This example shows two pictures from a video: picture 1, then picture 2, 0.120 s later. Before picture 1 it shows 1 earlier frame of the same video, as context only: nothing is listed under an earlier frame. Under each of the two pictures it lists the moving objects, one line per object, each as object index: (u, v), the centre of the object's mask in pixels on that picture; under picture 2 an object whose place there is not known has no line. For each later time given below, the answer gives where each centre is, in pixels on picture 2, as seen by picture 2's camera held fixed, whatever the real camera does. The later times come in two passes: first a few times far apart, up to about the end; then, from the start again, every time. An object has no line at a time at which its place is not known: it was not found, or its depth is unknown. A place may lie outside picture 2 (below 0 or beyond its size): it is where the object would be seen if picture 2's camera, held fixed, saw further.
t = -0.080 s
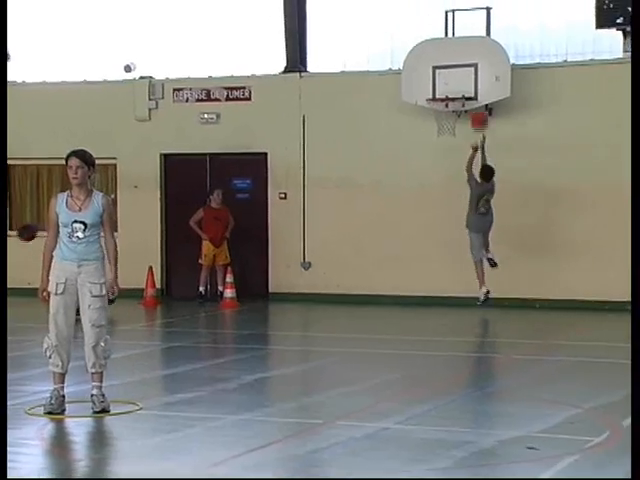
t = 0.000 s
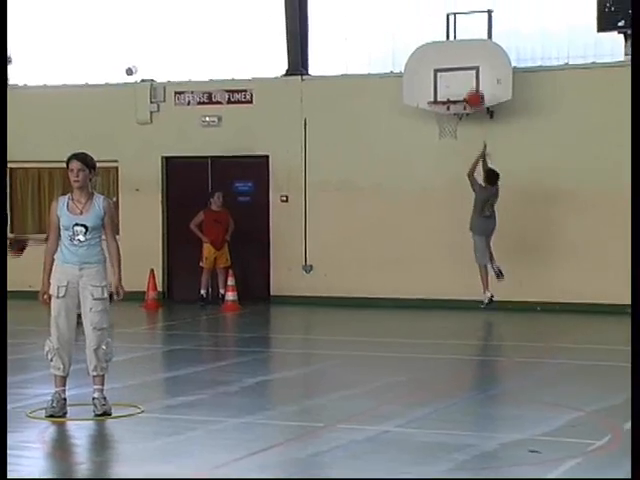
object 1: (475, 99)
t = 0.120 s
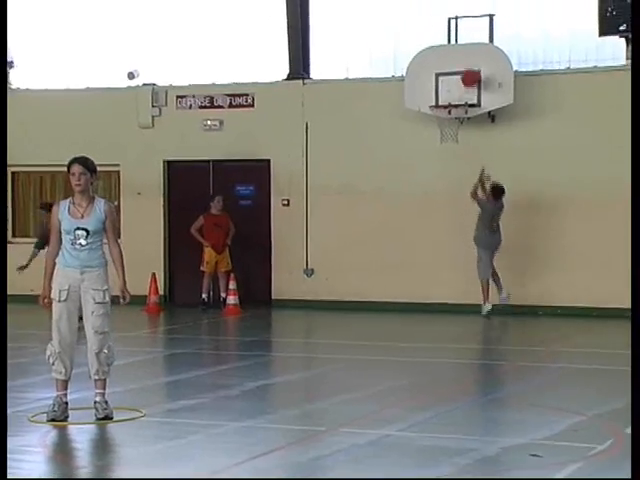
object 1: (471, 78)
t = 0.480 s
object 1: (449, 72)
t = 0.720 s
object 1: (443, 98)
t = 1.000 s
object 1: (463, 92)
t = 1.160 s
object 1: (473, 98)
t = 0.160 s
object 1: (467, 72)
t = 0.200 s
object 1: (465, 68)
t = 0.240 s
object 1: (462, 65)
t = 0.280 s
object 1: (460, 64)
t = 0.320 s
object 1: (457, 63)
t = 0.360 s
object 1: (455, 64)
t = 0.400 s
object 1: (453, 66)
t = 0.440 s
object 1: (451, 68)
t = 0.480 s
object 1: (449, 72)
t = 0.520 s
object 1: (447, 76)
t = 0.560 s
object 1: (445, 83)
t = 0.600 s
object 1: (443, 90)
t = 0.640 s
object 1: (442, 98)
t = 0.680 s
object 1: (442, 99)
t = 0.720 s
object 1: (443, 98)
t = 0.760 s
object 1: (445, 98)
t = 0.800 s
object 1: (448, 97)
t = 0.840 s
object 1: (451, 93)
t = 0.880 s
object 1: (454, 91)
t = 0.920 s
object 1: (457, 90)
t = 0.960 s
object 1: (460, 90)
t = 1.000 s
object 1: (463, 92)
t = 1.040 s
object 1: (466, 94)
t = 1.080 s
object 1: (468, 94)
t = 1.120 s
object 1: (471, 97)
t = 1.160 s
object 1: (473, 98)
